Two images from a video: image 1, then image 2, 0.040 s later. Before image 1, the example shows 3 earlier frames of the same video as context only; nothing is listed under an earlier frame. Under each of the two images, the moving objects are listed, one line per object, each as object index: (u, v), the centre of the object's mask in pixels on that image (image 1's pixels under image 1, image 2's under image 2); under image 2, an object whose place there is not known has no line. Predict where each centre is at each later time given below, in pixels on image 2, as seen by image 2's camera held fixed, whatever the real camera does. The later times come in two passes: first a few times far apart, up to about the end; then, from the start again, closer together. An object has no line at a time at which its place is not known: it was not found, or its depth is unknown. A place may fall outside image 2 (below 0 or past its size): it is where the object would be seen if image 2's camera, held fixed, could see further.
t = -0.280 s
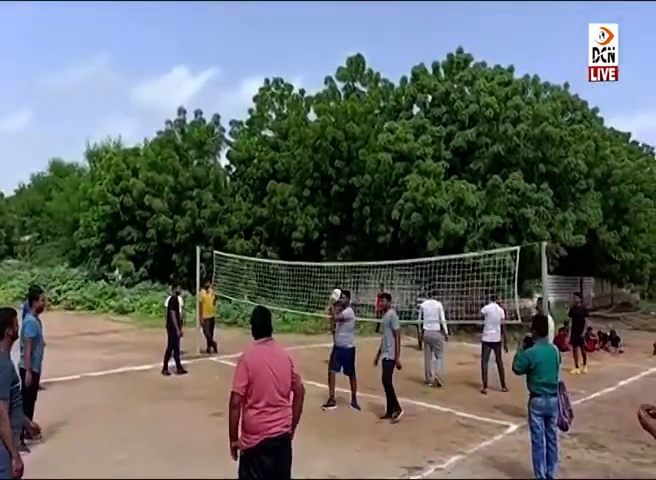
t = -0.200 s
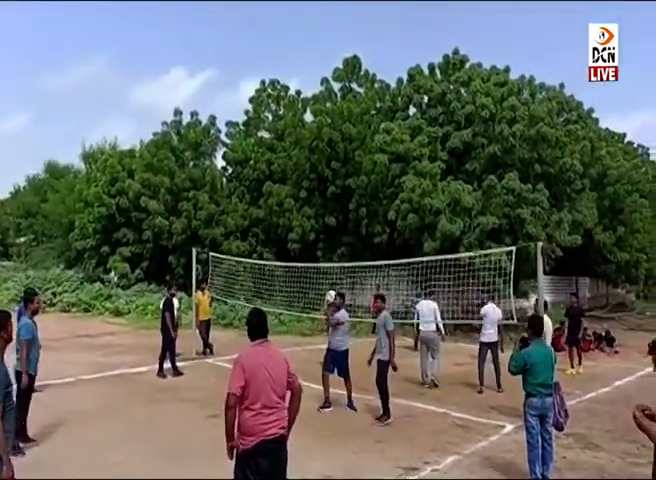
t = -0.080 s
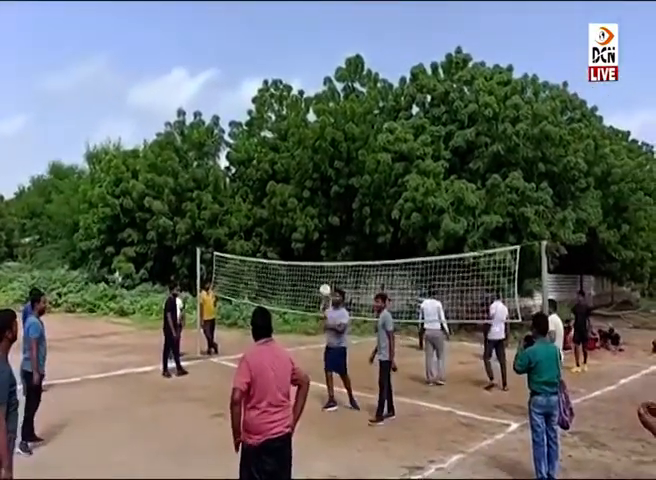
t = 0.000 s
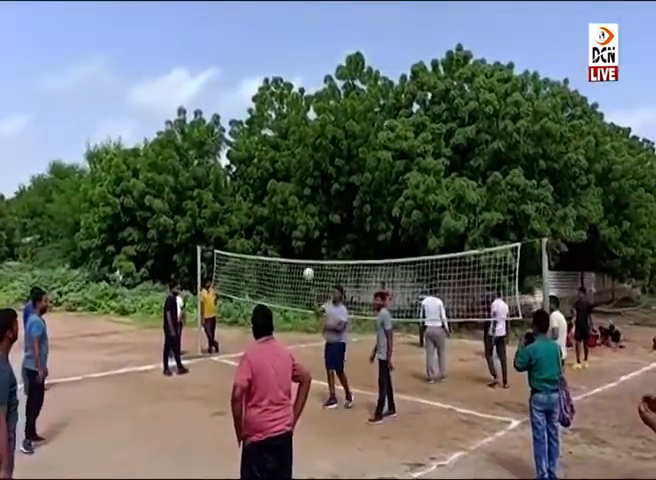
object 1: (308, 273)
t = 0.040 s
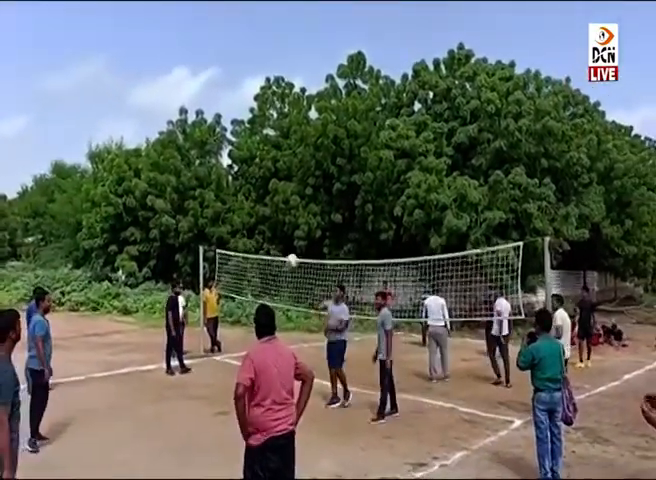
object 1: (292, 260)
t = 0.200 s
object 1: (230, 230)
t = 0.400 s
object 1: (133, 210)
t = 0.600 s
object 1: (8, 219)
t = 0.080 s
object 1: (278, 252)
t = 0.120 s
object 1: (258, 242)
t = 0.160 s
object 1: (244, 234)
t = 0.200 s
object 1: (230, 230)
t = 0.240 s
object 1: (209, 222)
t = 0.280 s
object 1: (193, 217)
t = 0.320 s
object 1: (169, 213)
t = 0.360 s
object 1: (151, 211)
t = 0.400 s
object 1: (133, 210)
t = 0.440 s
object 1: (105, 207)
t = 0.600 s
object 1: (8, 219)
